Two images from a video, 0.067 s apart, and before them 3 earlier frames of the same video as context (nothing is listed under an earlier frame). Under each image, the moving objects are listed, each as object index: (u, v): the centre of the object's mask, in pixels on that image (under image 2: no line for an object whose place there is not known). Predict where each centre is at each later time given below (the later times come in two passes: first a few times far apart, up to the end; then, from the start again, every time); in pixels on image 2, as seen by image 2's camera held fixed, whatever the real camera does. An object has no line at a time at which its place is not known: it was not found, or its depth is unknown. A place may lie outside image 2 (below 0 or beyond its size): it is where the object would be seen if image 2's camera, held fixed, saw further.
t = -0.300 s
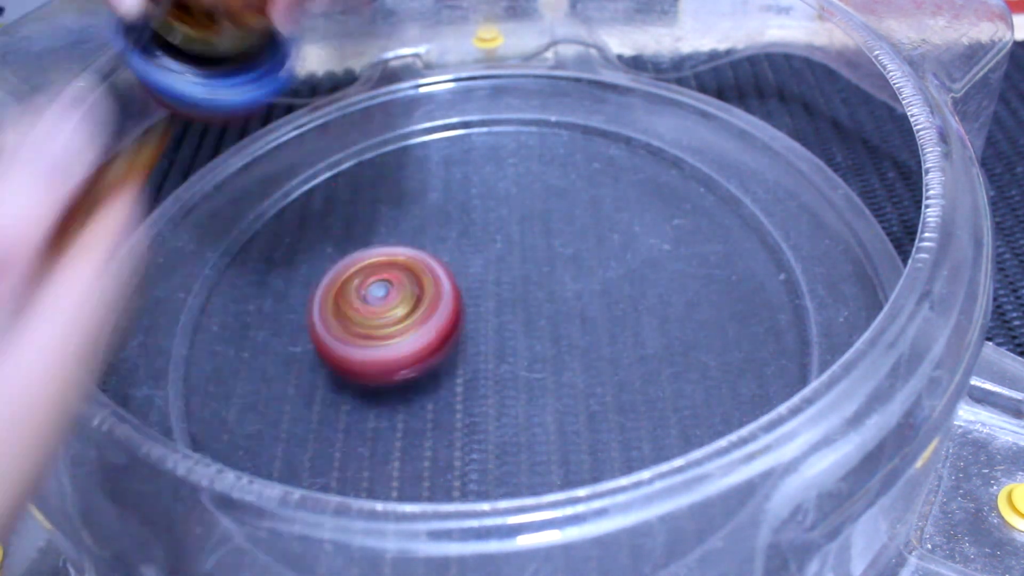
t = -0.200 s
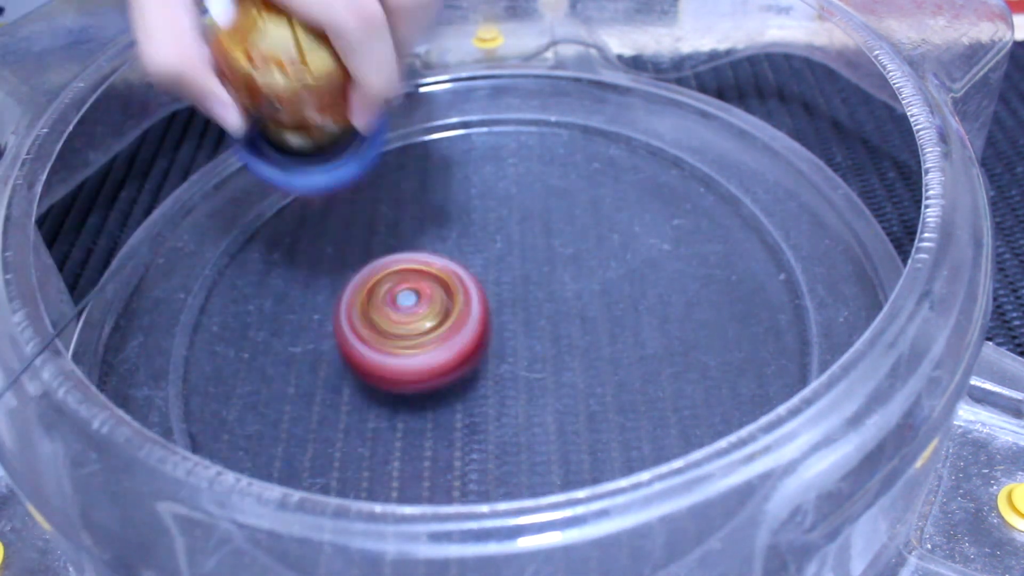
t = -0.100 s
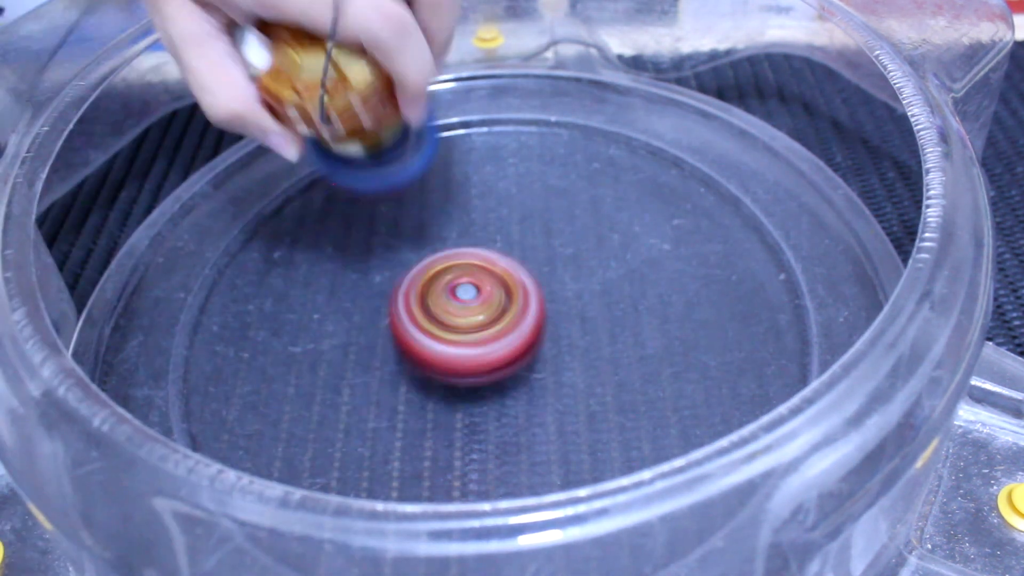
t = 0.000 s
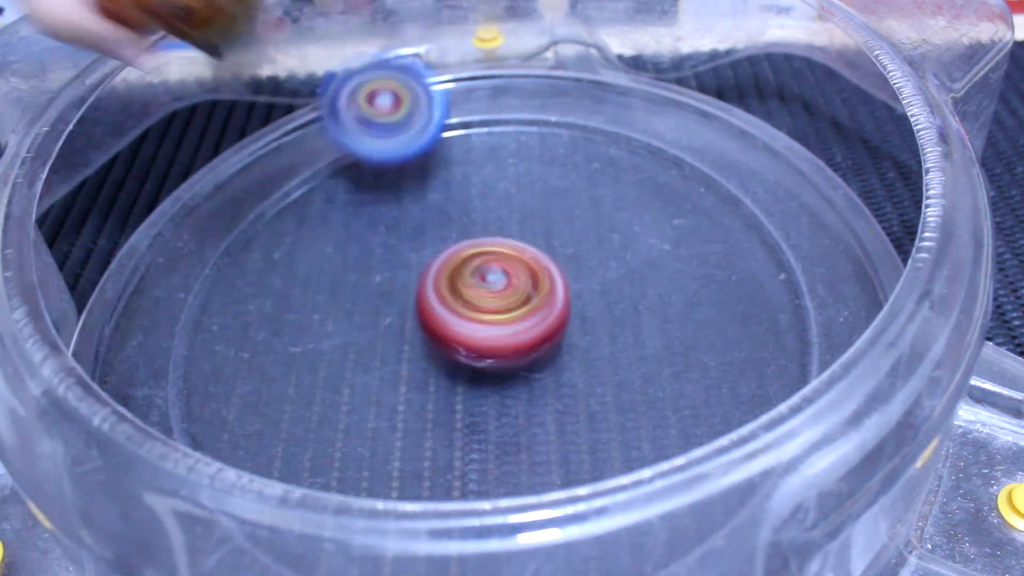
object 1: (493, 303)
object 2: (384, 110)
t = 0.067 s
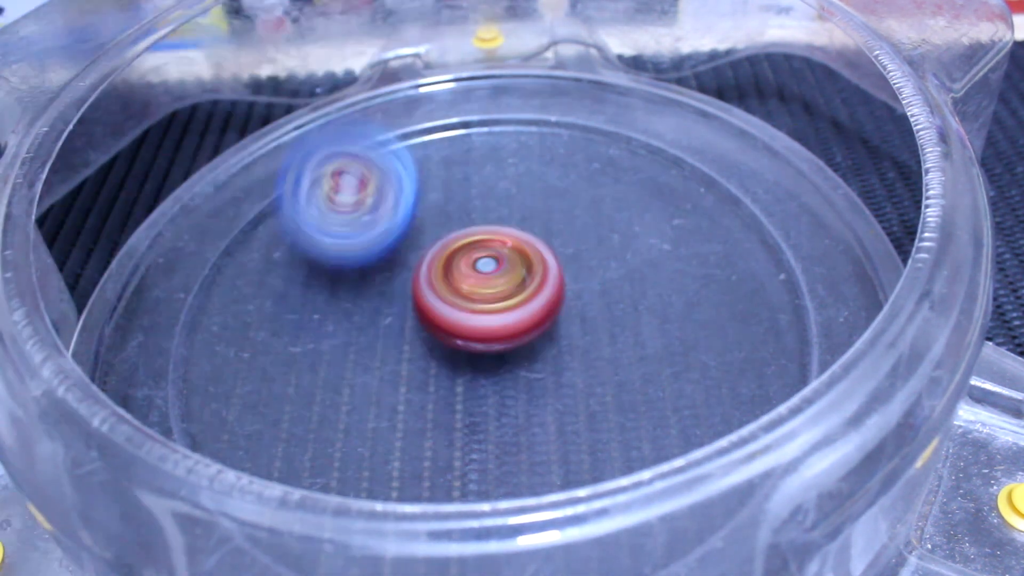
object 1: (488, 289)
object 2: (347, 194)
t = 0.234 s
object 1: (599, 372)
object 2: (404, 206)
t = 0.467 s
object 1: (529, 445)
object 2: (324, 179)
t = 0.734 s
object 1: (447, 379)
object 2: (701, 174)
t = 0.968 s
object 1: (515, 301)
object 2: (508, 71)
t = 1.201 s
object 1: (600, 289)
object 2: (440, 230)
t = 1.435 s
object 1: (703, 394)
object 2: (463, 276)
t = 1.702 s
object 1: (465, 398)
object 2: (508, 258)
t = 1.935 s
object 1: (381, 329)
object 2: (450, 192)
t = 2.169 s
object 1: (270, 310)
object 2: (376, 137)
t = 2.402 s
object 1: (314, 338)
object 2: (483, 105)
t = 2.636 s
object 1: (415, 363)
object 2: (473, 218)
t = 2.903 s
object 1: (416, 401)
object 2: (622, 145)
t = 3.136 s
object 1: (458, 392)
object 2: (650, 253)
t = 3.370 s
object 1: (578, 343)
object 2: (697, 221)
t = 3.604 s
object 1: (438, 345)
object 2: (733, 273)
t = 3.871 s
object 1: (343, 294)
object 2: (685, 365)
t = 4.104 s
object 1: (421, 288)
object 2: (606, 437)
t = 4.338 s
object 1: (438, 302)
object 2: (483, 452)
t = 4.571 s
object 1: (470, 349)
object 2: (349, 465)
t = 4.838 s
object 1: (524, 314)
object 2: (310, 409)
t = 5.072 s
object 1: (560, 291)
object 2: (214, 376)
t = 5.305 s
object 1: (583, 292)
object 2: (271, 278)
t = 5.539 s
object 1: (545, 224)
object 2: (298, 202)
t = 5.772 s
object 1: (515, 263)
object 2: (357, 174)
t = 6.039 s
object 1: (506, 328)
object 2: (471, 207)
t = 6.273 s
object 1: (479, 342)
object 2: (609, 207)
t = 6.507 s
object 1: (475, 326)
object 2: (645, 228)
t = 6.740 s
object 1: (434, 305)
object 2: (664, 317)
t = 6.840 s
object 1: (405, 303)
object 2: (695, 335)
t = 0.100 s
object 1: (484, 288)
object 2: (348, 228)
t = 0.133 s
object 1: (513, 309)
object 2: (336, 229)
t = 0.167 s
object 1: (548, 334)
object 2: (346, 220)
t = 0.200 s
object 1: (578, 355)
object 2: (368, 216)
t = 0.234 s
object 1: (599, 372)
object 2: (404, 206)
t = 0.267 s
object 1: (610, 388)
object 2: (438, 182)
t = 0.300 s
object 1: (612, 403)
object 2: (457, 150)
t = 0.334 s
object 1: (605, 415)
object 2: (456, 122)
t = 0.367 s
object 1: (590, 426)
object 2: (429, 98)
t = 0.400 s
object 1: (569, 437)
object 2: (384, 112)
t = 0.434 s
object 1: (548, 442)
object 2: (342, 144)
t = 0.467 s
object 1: (529, 445)
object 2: (324, 179)
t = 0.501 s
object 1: (512, 445)
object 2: (326, 224)
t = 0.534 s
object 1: (498, 441)
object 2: (355, 258)
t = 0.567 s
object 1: (486, 435)
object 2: (405, 283)
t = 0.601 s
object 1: (475, 427)
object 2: (470, 291)
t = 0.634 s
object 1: (465, 414)
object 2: (541, 284)
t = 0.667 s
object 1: (457, 401)
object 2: (607, 261)
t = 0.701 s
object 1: (451, 389)
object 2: (663, 221)
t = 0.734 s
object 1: (447, 379)
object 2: (701, 174)
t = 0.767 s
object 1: (449, 370)
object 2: (690, 118)
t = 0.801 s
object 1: (455, 358)
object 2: (639, 79)
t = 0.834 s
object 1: (463, 344)
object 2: (586, 63)
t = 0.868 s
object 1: (475, 332)
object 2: (538, 66)
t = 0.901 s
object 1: (487, 321)
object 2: (511, 64)
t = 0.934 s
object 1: (501, 312)
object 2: (508, 57)
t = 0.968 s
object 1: (515, 301)
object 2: (508, 71)
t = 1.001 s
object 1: (530, 287)
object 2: (509, 77)
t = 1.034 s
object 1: (541, 272)
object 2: (510, 100)
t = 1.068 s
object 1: (549, 263)
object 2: (490, 117)
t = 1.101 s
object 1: (553, 257)
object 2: (465, 148)
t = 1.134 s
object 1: (557, 257)
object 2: (450, 183)
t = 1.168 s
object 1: (580, 273)
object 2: (437, 203)
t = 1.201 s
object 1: (600, 289)
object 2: (440, 230)
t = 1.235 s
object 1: (613, 302)
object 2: (465, 257)
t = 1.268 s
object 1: (659, 323)
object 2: (470, 263)
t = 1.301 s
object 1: (711, 345)
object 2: (462, 263)
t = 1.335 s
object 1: (743, 359)
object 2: (457, 266)
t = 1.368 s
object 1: (744, 365)
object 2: (457, 269)
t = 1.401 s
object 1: (726, 378)
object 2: (459, 273)
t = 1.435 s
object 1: (703, 394)
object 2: (463, 276)
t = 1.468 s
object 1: (680, 404)
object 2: (468, 279)
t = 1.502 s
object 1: (652, 413)
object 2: (477, 282)
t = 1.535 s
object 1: (616, 422)
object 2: (486, 284)
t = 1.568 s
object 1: (581, 425)
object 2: (496, 281)
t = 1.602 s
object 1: (547, 424)
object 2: (505, 276)
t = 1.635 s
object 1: (516, 420)
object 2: (511, 270)
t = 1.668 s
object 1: (489, 409)
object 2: (511, 263)
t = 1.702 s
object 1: (465, 398)
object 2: (508, 258)
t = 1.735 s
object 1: (447, 386)
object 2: (501, 256)
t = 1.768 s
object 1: (435, 376)
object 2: (494, 256)
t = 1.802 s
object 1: (416, 375)
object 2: (500, 245)
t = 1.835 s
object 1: (398, 371)
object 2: (504, 226)
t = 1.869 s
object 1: (386, 361)
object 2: (496, 209)
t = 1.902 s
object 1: (381, 345)
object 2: (476, 196)
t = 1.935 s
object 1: (381, 329)
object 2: (450, 192)
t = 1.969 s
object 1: (377, 310)
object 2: (426, 196)
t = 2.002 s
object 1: (339, 315)
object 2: (441, 179)
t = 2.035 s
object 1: (309, 321)
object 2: (448, 157)
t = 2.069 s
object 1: (290, 321)
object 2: (442, 140)
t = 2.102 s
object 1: (276, 321)
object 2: (424, 128)
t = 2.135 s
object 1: (272, 318)
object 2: (400, 126)
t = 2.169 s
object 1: (270, 310)
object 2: (376, 137)
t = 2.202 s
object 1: (274, 301)
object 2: (361, 160)
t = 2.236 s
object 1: (284, 292)
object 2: (361, 186)
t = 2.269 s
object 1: (279, 301)
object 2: (395, 183)
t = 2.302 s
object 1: (279, 317)
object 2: (431, 168)
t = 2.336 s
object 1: (282, 327)
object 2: (456, 148)
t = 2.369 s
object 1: (296, 336)
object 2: (475, 129)
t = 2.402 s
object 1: (314, 338)
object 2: (483, 105)
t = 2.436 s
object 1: (332, 335)
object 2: (468, 103)
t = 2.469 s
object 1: (347, 334)
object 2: (444, 134)
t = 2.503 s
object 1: (365, 336)
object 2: (421, 170)
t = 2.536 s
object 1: (381, 340)
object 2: (420, 178)
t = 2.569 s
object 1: (395, 346)
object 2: (423, 199)
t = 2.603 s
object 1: (405, 353)
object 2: (440, 209)
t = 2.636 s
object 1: (415, 363)
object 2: (473, 218)
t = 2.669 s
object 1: (426, 374)
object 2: (513, 222)
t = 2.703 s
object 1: (434, 384)
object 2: (554, 221)
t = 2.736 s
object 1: (437, 392)
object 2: (597, 213)
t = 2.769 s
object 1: (436, 397)
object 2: (638, 197)
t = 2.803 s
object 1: (432, 399)
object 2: (673, 175)
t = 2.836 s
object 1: (426, 399)
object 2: (699, 147)
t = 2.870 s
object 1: (419, 400)
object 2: (664, 135)
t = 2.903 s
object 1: (416, 401)
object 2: (622, 145)
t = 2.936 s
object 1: (418, 403)
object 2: (583, 163)
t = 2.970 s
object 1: (423, 404)
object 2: (569, 169)
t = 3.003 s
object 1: (430, 402)
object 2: (562, 186)
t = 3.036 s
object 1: (437, 400)
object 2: (568, 203)
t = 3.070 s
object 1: (444, 396)
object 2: (588, 223)
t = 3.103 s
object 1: (450, 394)
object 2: (616, 240)
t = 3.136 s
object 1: (458, 392)
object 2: (650, 253)
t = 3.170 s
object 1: (467, 393)
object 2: (683, 260)
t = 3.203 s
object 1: (481, 393)
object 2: (717, 259)
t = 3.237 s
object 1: (499, 391)
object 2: (749, 253)
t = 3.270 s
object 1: (520, 383)
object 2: (776, 246)
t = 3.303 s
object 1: (542, 370)
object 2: (760, 227)
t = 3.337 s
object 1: (562, 356)
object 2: (722, 220)
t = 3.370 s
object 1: (578, 343)
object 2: (697, 221)
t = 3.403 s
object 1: (587, 333)
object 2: (683, 230)
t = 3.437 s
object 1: (560, 342)
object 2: (691, 234)
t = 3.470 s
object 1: (530, 348)
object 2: (701, 240)
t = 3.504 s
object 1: (504, 354)
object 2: (712, 248)
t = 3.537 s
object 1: (484, 355)
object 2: (722, 256)
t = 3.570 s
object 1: (462, 351)
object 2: (729, 265)
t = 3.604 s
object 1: (438, 345)
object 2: (733, 273)
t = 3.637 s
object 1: (412, 339)
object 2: (735, 281)
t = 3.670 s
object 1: (387, 332)
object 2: (735, 291)
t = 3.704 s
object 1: (368, 324)
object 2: (733, 300)
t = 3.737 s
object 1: (354, 316)
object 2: (727, 310)
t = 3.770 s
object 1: (345, 308)
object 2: (719, 321)
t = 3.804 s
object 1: (340, 302)
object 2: (708, 335)
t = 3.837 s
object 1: (339, 297)
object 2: (696, 349)
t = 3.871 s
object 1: (343, 294)
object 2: (685, 365)
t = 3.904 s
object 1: (350, 292)
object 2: (672, 380)
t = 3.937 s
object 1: (359, 290)
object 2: (660, 394)
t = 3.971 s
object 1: (372, 289)
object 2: (648, 406)
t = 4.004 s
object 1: (384, 288)
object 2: (637, 416)
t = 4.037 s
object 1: (396, 288)
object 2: (626, 424)
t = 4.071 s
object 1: (409, 288)
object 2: (615, 431)
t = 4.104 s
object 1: (421, 288)
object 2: (606, 437)
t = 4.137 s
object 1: (432, 288)
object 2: (596, 441)
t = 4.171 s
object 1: (441, 289)
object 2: (583, 444)
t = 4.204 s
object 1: (448, 289)
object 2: (568, 446)
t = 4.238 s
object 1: (451, 289)
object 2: (552, 448)
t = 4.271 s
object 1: (450, 290)
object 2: (532, 449)
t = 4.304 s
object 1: (445, 294)
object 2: (509, 451)
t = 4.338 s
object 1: (438, 302)
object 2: (483, 452)
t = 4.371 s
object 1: (434, 312)
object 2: (458, 452)
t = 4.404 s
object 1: (436, 324)
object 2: (431, 452)
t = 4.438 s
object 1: (442, 332)
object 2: (406, 452)
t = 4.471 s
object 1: (450, 342)
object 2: (382, 452)
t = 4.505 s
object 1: (457, 347)
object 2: (365, 456)
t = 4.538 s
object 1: (464, 348)
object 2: (353, 462)
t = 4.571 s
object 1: (470, 349)
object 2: (349, 465)
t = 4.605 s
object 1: (476, 348)
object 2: (351, 467)
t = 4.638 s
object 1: (481, 347)
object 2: (356, 467)
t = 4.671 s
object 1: (486, 345)
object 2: (366, 464)
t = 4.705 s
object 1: (489, 343)
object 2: (372, 458)
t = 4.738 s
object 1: (492, 340)
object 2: (374, 449)
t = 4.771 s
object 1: (494, 337)
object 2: (370, 434)
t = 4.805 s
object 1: (502, 329)
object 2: (349, 419)
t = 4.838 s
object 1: (524, 314)
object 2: (310, 409)
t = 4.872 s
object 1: (541, 302)
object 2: (279, 400)
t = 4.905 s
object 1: (552, 293)
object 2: (254, 394)
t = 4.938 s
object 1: (560, 286)
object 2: (231, 390)
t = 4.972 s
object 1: (565, 283)
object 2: (212, 384)
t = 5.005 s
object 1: (565, 282)
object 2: (196, 377)
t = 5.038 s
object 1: (563, 285)
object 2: (192, 371)
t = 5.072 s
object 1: (560, 291)
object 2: (214, 376)
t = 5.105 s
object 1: (559, 299)
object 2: (225, 368)
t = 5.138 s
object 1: (560, 305)
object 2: (234, 359)
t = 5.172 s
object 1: (563, 308)
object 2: (243, 346)
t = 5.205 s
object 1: (567, 308)
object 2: (252, 330)
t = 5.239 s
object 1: (572, 305)
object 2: (259, 313)
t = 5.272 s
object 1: (579, 300)
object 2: (265, 295)
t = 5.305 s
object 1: (583, 292)
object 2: (271, 278)
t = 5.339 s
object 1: (585, 282)
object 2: (275, 261)
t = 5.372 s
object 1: (584, 270)
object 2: (278, 246)
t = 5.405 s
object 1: (580, 258)
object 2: (280, 233)
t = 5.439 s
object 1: (573, 246)
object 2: (283, 221)
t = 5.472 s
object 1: (565, 236)
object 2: (287, 212)
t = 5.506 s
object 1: (555, 229)
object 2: (291, 206)
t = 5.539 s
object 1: (545, 224)
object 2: (298, 202)
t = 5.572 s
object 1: (533, 223)
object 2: (308, 197)
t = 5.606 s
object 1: (520, 223)
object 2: (321, 192)
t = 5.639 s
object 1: (506, 226)
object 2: (337, 188)
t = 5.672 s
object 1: (491, 231)
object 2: (352, 186)
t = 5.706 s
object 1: (494, 242)
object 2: (357, 180)
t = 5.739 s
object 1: (506, 253)
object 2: (356, 176)
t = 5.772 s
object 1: (515, 263)
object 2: (357, 174)
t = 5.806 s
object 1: (520, 274)
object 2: (360, 175)
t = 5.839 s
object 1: (523, 283)
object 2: (367, 179)
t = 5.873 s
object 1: (524, 293)
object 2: (378, 186)
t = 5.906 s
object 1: (523, 302)
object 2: (392, 192)
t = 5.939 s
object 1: (520, 310)
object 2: (409, 197)
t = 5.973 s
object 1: (516, 316)
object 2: (429, 202)
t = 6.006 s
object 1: (511, 322)
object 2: (450, 205)
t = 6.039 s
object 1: (506, 328)
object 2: (471, 207)
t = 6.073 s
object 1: (501, 333)
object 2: (493, 209)
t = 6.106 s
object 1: (495, 336)
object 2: (514, 211)
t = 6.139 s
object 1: (491, 339)
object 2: (535, 212)
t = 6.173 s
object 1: (487, 340)
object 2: (556, 211)
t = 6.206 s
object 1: (483, 342)
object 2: (575, 210)
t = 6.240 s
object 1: (481, 342)
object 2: (593, 209)
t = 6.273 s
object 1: (479, 342)
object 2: (609, 207)
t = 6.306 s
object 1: (478, 341)
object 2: (623, 206)
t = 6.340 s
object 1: (477, 340)
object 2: (633, 205)
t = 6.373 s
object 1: (476, 338)
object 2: (641, 206)
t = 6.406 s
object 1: (476, 336)
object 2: (646, 208)
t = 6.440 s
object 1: (476, 333)
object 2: (647, 213)
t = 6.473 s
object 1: (475, 330)
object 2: (647, 219)
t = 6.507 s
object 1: (475, 326)
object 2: (645, 228)
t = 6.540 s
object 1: (476, 322)
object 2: (642, 240)
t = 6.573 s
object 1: (475, 318)
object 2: (638, 253)
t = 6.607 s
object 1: (475, 315)
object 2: (635, 268)
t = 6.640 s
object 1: (474, 311)
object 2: (632, 283)
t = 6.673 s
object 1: (468, 308)
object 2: (635, 299)
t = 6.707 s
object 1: (450, 306)
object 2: (651, 308)
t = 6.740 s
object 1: (434, 305)
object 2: (664, 317)
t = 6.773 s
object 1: (422, 305)
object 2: (678, 324)
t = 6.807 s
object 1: (413, 304)
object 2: (689, 330)
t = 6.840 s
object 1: (405, 303)
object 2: (695, 335)
